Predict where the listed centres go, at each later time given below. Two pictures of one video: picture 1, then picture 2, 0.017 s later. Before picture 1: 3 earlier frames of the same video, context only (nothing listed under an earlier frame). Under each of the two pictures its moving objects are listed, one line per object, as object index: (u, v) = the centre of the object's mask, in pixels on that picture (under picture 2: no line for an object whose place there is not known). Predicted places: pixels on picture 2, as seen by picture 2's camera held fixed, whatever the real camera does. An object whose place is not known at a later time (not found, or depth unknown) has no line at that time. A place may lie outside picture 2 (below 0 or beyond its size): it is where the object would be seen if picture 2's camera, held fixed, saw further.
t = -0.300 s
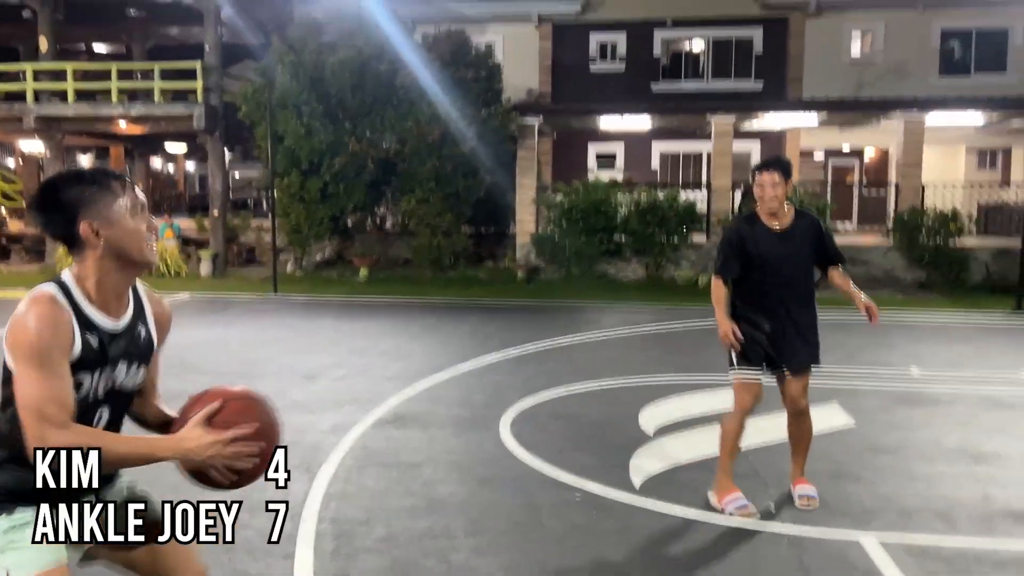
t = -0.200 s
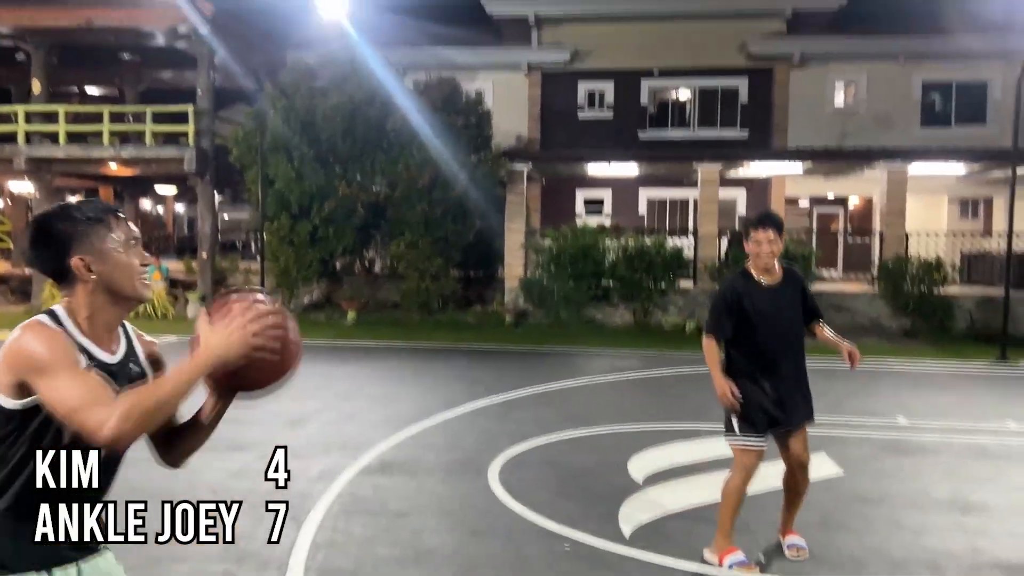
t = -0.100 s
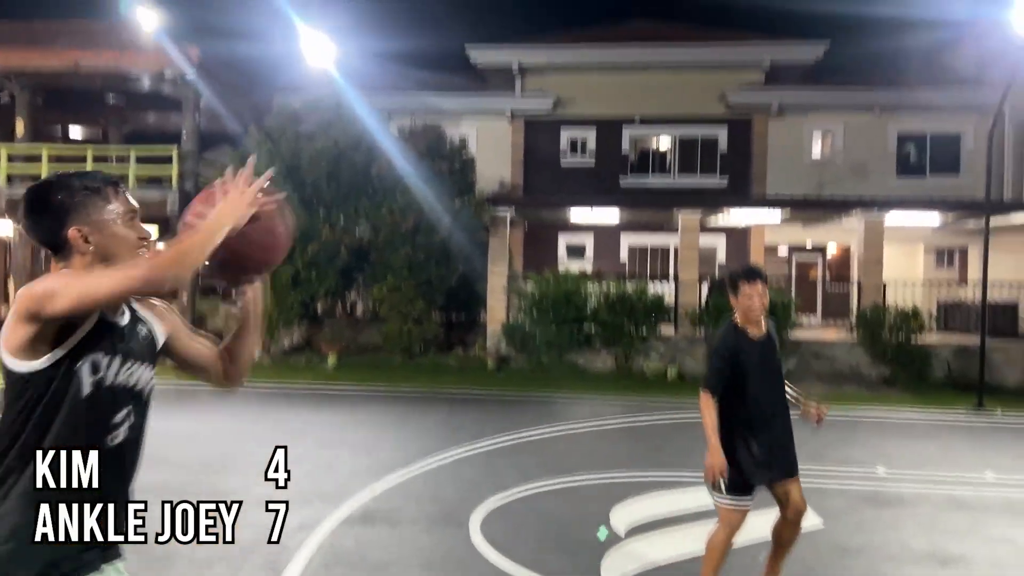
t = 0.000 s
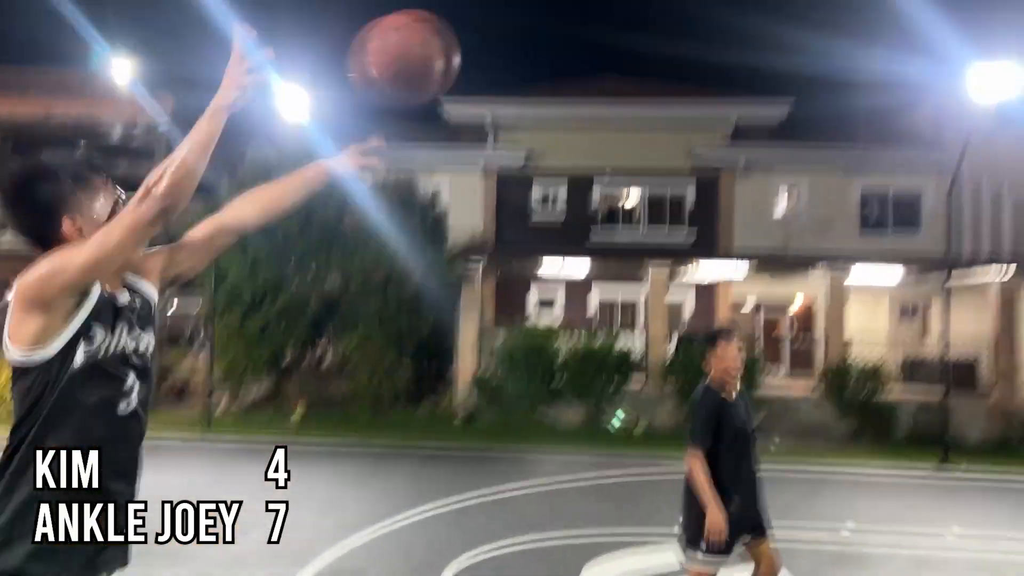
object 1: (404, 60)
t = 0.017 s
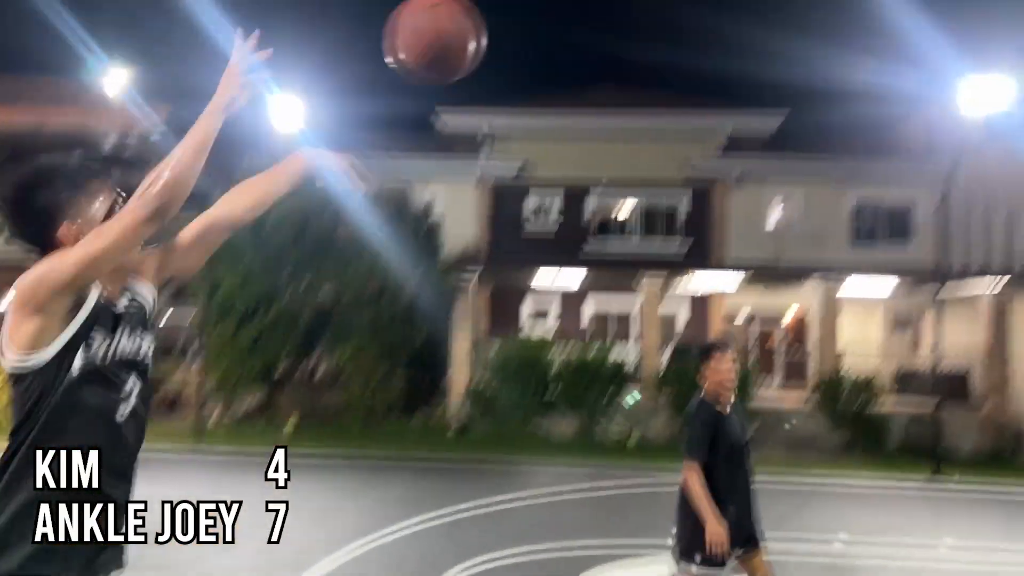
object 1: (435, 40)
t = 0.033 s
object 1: (467, 19)
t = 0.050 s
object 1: (499, -4)
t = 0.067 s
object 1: (530, -17)
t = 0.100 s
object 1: (586, -51)
